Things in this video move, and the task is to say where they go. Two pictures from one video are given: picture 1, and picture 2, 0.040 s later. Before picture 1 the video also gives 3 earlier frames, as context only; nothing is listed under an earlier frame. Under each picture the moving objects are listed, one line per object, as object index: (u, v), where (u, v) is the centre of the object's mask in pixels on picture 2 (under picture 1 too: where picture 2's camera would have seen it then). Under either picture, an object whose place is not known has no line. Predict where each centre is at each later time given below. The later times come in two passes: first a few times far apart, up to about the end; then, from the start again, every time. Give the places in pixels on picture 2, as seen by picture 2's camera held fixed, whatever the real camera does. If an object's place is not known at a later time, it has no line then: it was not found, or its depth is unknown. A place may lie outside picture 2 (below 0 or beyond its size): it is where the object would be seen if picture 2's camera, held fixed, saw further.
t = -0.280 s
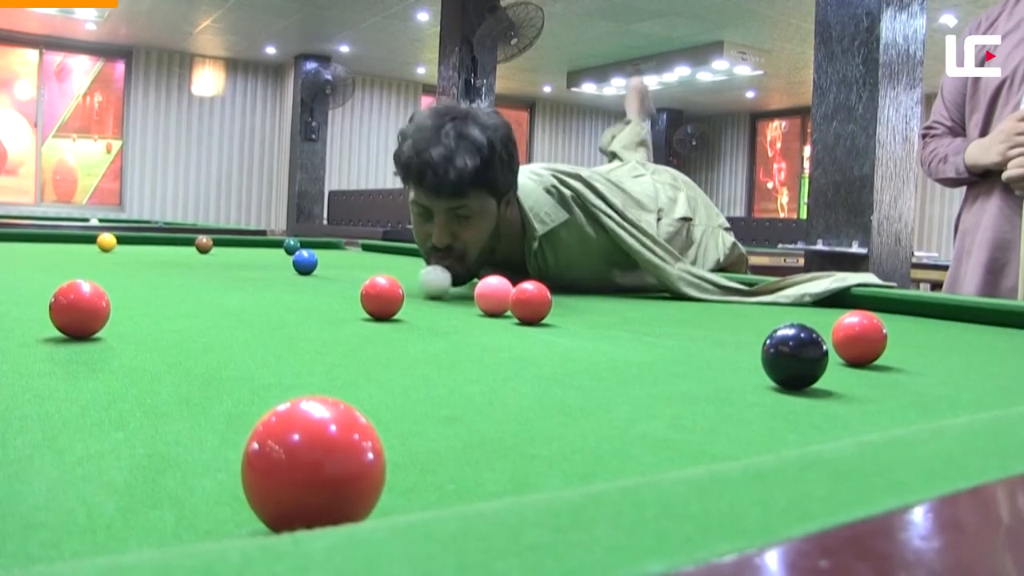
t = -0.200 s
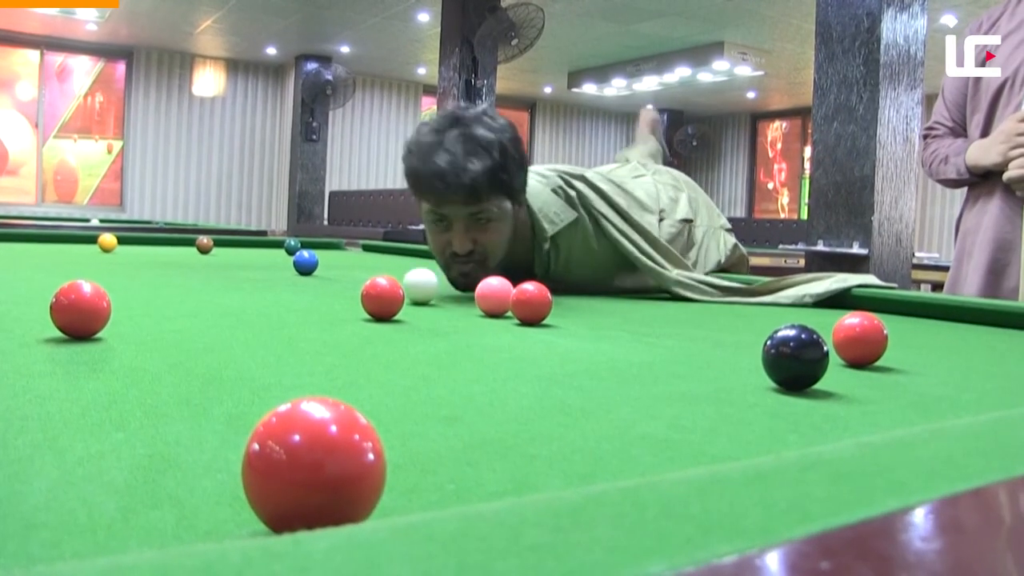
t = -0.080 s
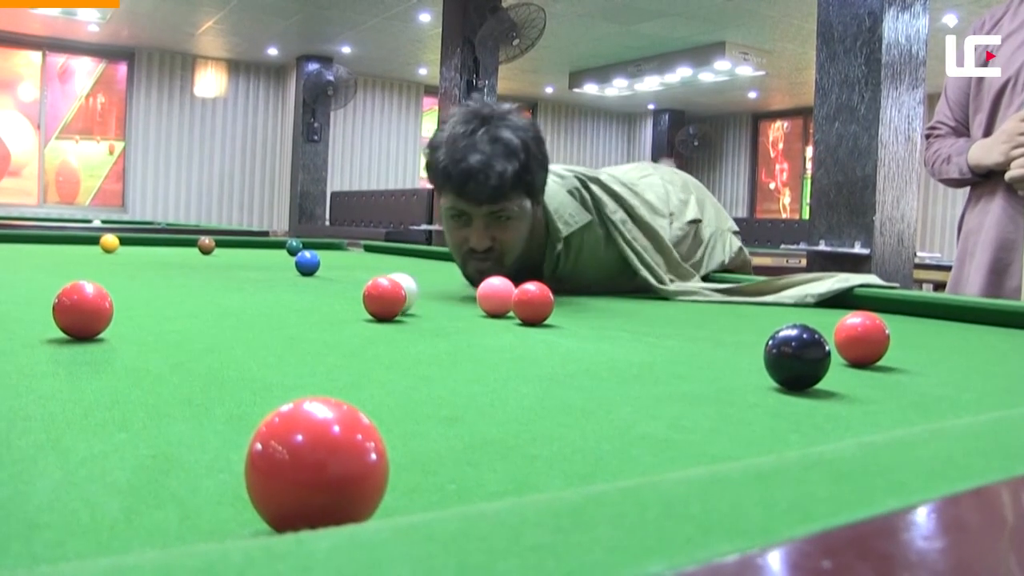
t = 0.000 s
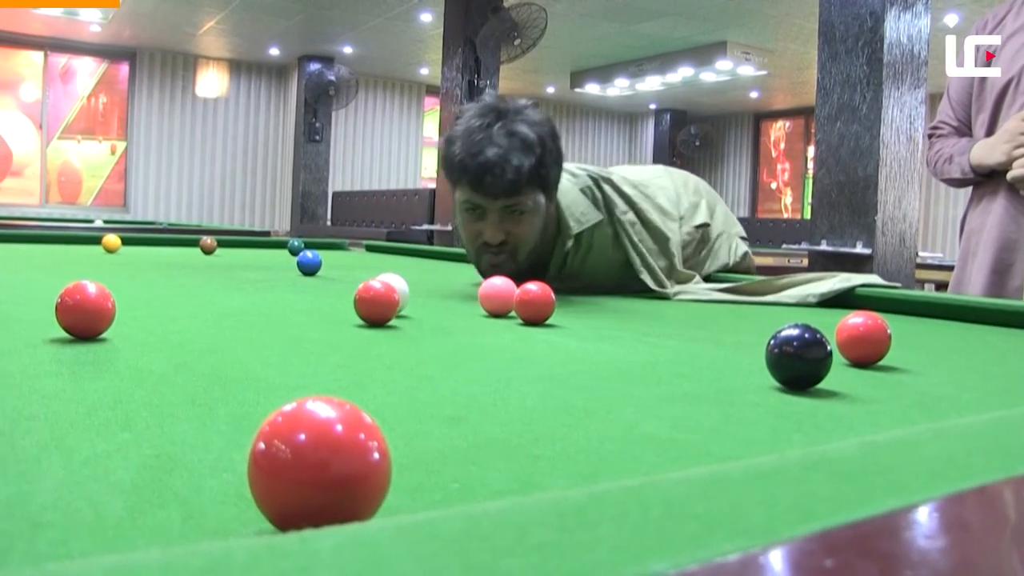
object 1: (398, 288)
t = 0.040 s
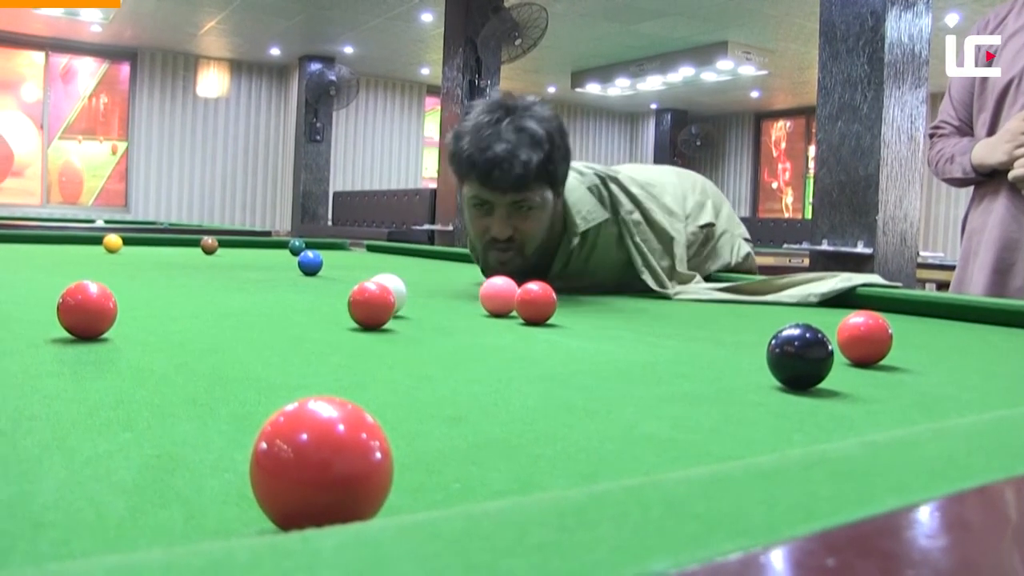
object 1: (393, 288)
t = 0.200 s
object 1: (372, 291)
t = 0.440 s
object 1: (340, 299)
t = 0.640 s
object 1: (318, 301)
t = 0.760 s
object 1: (304, 303)
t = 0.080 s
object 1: (388, 289)
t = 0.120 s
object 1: (383, 289)
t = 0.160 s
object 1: (377, 290)
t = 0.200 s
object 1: (372, 291)
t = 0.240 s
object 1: (367, 292)
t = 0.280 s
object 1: (362, 293)
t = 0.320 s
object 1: (357, 295)
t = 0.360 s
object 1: (351, 296)
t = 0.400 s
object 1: (346, 297)
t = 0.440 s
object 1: (340, 299)
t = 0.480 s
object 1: (336, 299)
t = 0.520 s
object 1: (331, 300)
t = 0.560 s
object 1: (327, 300)
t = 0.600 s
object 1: (322, 301)
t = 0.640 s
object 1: (318, 301)
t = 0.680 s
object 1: (313, 302)
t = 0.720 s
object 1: (309, 302)
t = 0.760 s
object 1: (304, 303)
